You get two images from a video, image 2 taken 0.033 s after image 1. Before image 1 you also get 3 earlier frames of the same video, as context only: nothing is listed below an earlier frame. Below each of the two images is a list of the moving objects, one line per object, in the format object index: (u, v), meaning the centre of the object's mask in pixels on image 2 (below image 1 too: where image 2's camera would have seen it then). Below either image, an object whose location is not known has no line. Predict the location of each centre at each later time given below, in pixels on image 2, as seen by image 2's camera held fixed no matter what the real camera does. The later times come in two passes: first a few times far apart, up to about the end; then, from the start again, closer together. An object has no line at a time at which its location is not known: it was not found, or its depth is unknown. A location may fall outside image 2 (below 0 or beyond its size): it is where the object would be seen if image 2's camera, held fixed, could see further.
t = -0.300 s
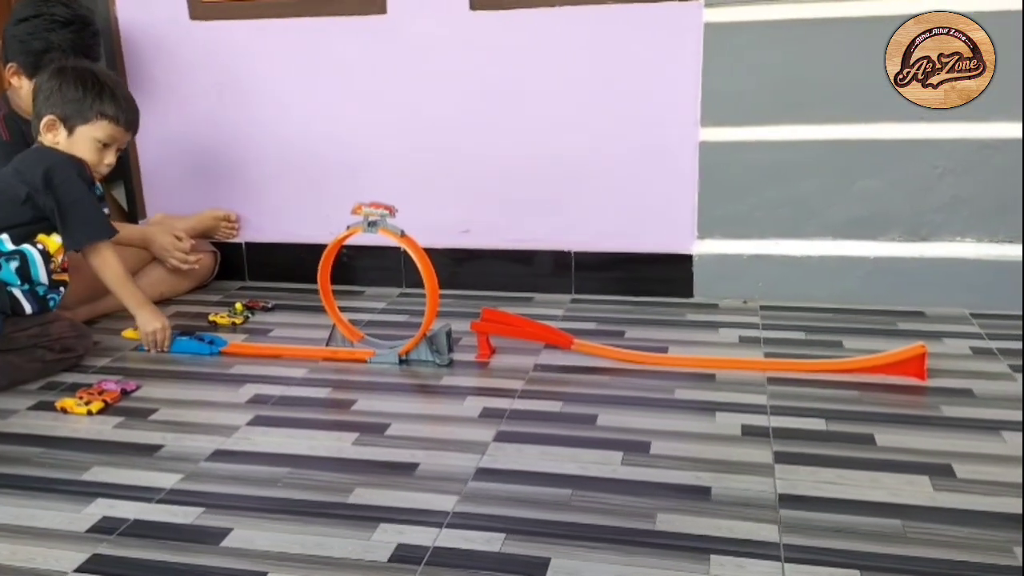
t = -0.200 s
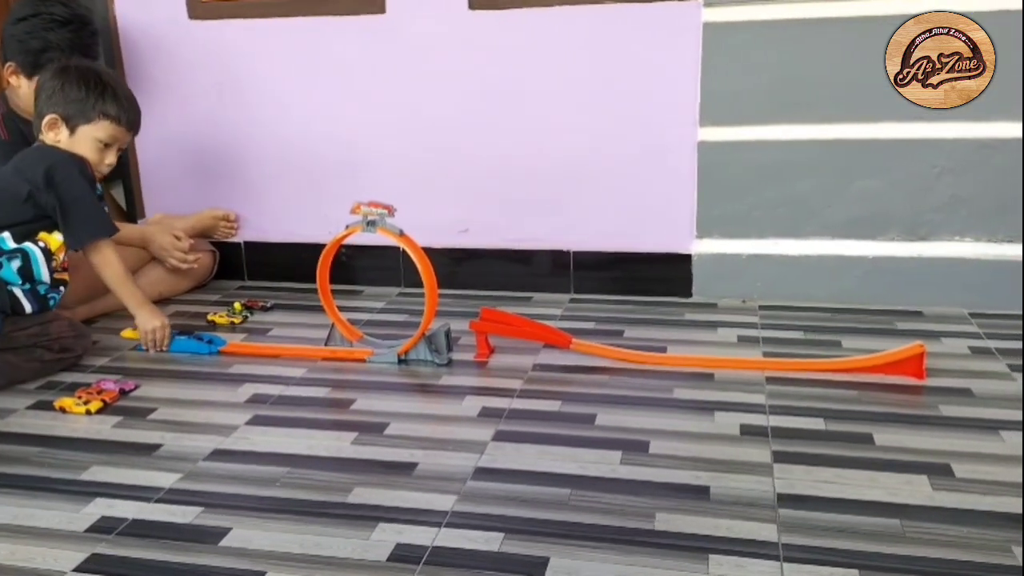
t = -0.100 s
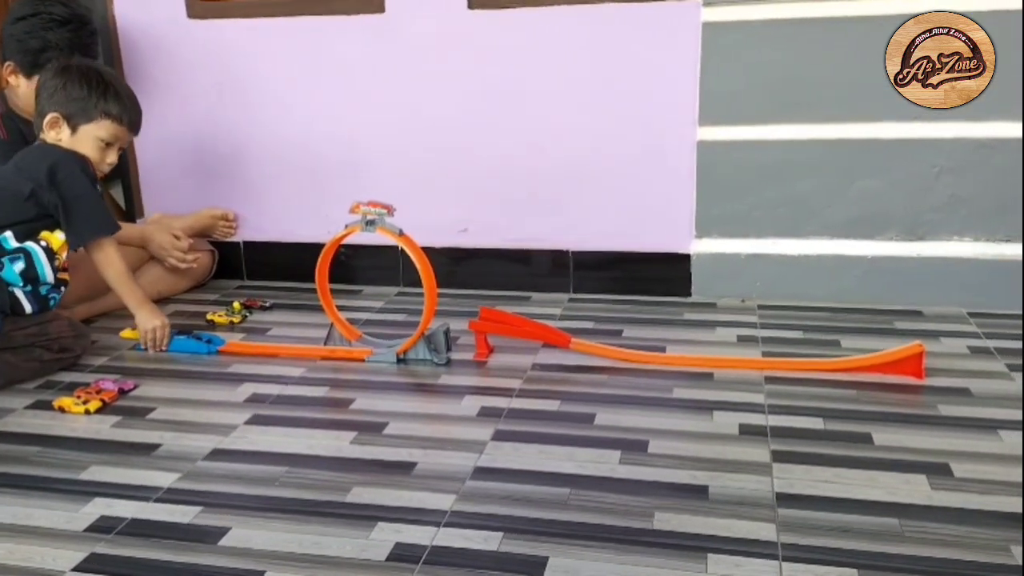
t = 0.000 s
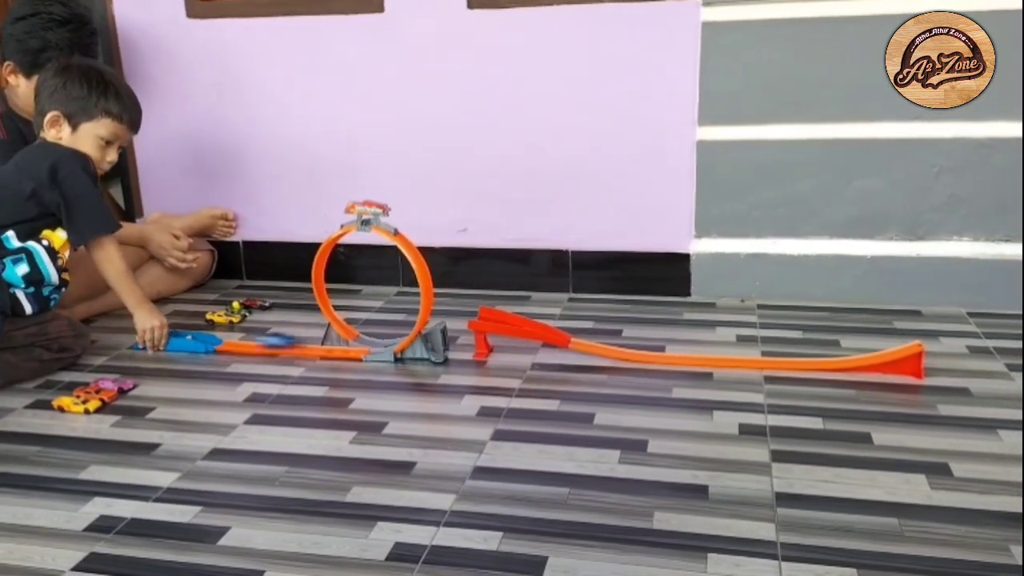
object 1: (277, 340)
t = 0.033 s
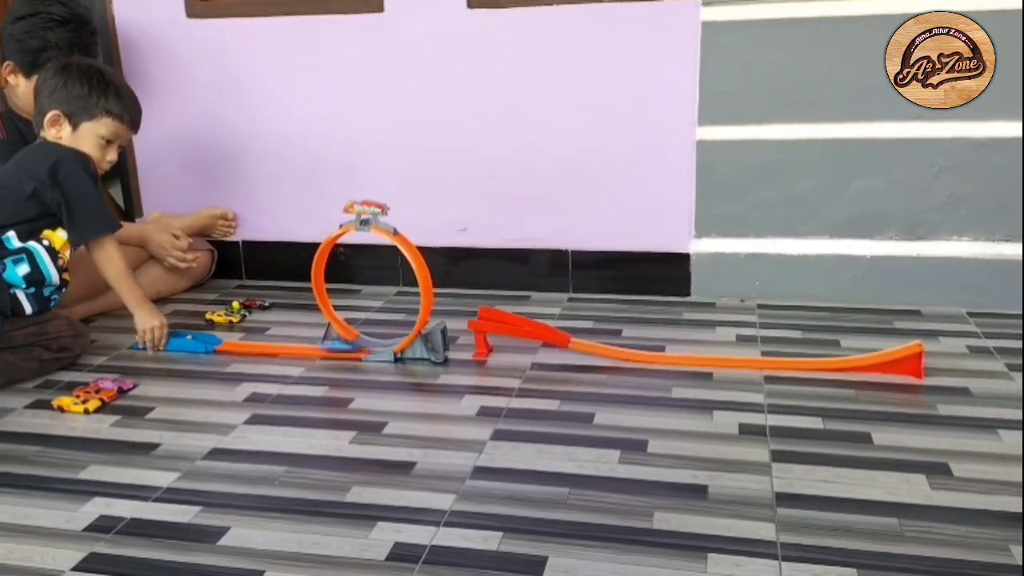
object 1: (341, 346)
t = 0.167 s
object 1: (384, 242)
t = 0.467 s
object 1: (340, 340)
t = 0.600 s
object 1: (341, 371)
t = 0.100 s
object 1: (417, 299)
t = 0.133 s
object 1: (408, 263)
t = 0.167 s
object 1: (384, 242)
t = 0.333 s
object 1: (323, 312)
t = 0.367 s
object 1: (336, 341)
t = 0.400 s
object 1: (339, 341)
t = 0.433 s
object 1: (339, 338)
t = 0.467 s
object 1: (340, 340)
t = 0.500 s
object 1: (342, 351)
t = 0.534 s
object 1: (344, 361)
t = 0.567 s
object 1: (342, 364)
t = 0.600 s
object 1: (341, 371)
